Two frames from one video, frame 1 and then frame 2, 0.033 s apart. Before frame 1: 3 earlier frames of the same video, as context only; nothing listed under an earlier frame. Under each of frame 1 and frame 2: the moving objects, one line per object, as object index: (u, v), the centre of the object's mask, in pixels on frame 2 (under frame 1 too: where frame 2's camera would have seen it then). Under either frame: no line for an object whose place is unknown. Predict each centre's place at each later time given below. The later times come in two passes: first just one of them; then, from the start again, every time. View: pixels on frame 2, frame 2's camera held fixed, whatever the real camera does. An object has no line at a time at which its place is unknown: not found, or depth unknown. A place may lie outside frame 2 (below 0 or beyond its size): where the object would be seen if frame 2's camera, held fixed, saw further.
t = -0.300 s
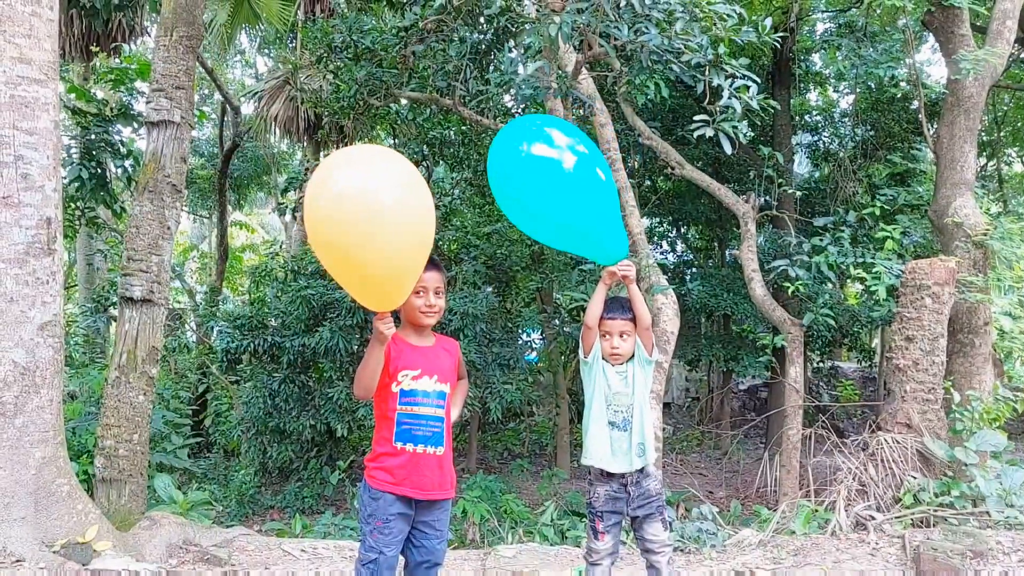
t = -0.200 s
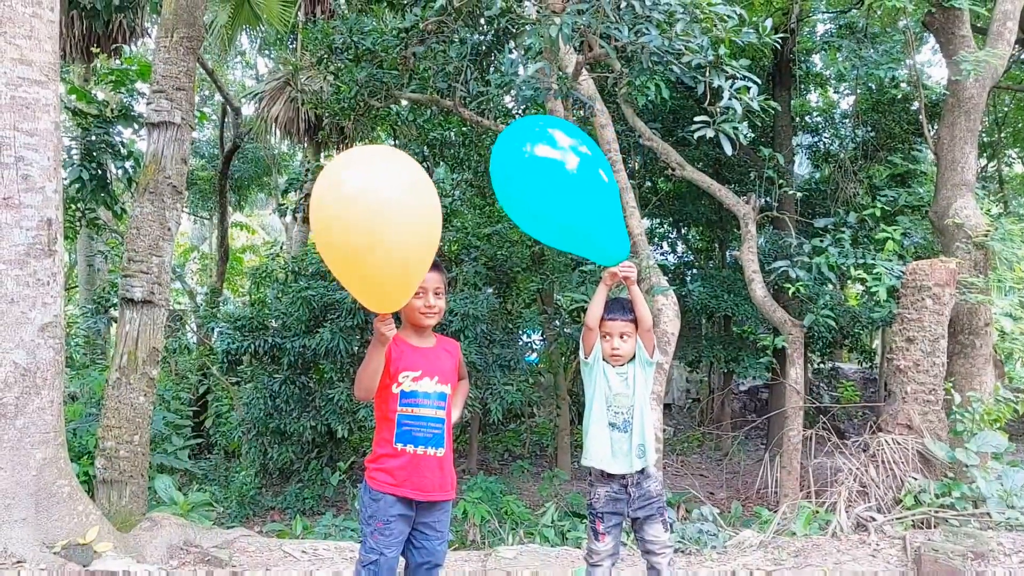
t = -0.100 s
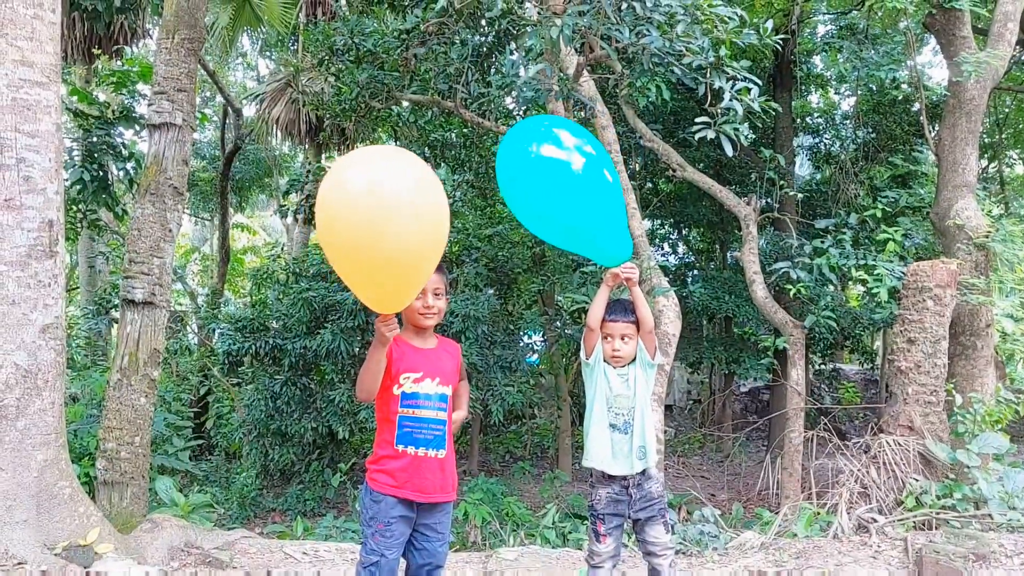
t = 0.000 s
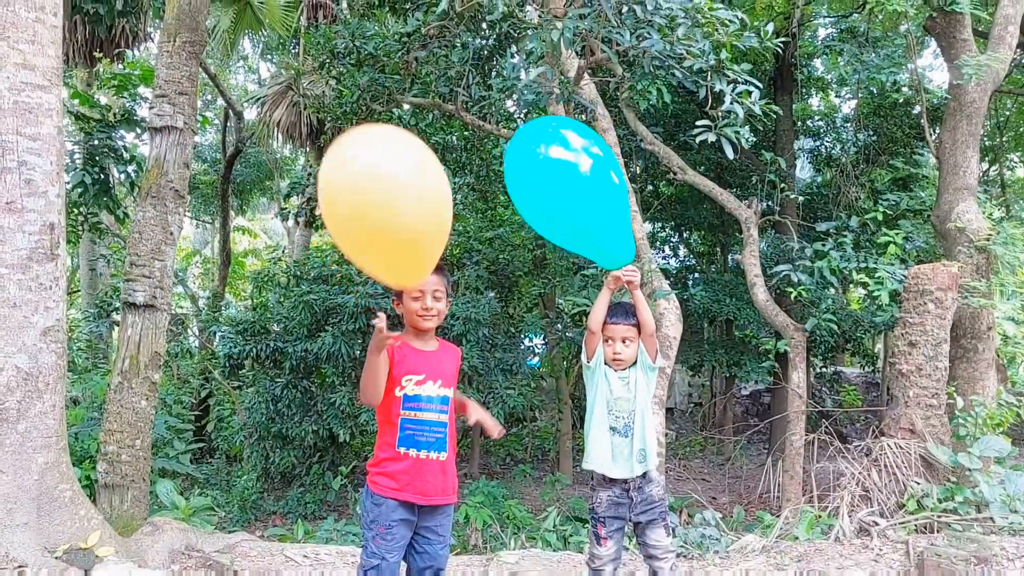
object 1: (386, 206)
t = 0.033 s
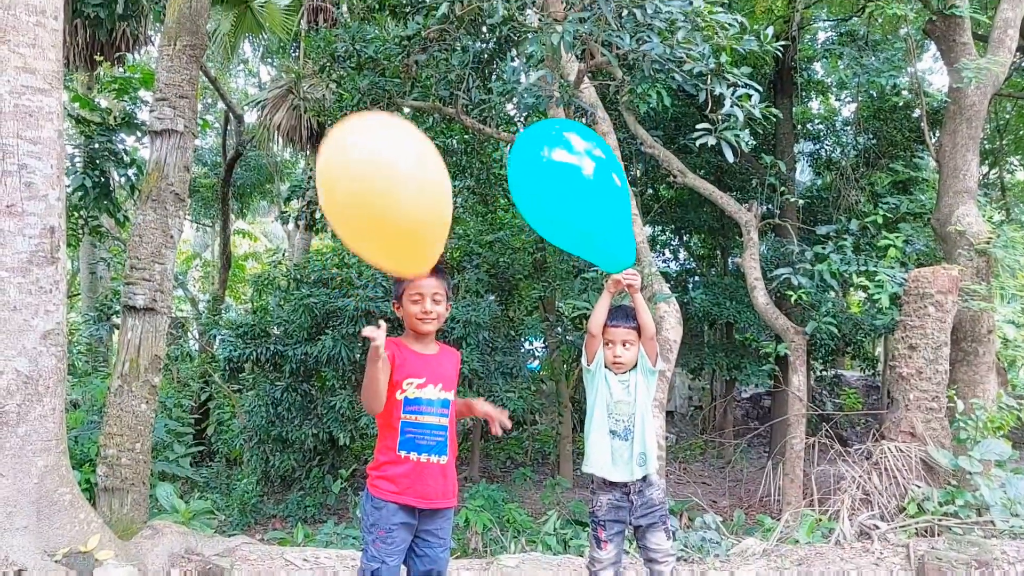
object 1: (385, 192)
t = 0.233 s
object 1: (346, 68)
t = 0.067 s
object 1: (383, 175)
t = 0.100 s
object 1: (380, 157)
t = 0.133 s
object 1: (373, 136)
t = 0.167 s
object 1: (366, 115)
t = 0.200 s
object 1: (357, 92)
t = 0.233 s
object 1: (346, 68)
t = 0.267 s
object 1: (335, 46)
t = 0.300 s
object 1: (323, 19)
